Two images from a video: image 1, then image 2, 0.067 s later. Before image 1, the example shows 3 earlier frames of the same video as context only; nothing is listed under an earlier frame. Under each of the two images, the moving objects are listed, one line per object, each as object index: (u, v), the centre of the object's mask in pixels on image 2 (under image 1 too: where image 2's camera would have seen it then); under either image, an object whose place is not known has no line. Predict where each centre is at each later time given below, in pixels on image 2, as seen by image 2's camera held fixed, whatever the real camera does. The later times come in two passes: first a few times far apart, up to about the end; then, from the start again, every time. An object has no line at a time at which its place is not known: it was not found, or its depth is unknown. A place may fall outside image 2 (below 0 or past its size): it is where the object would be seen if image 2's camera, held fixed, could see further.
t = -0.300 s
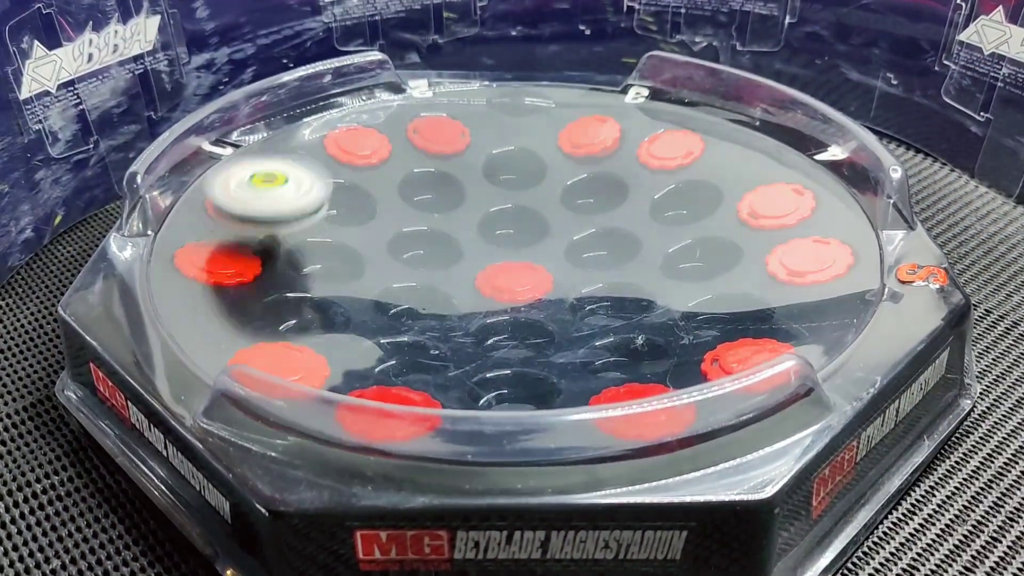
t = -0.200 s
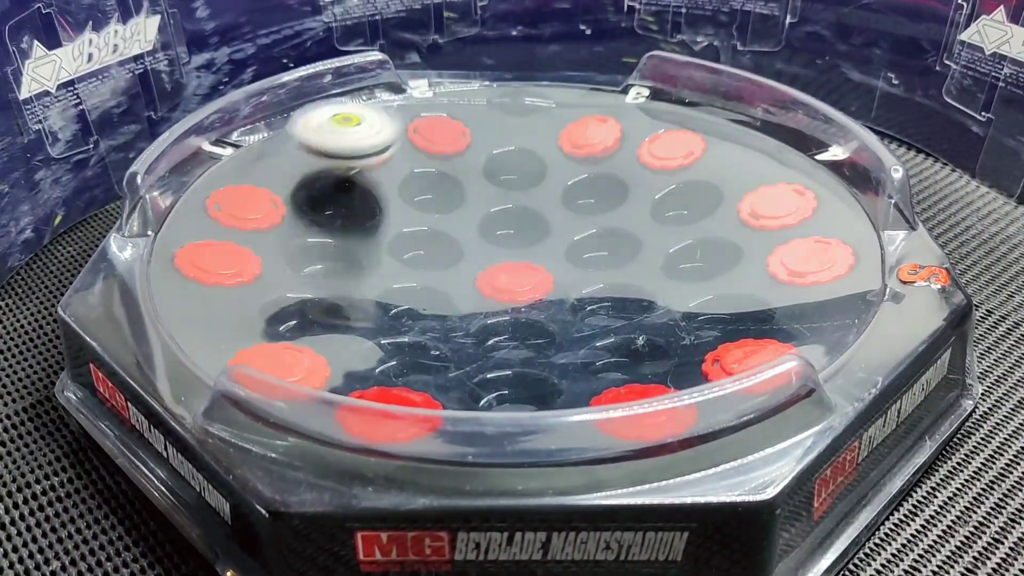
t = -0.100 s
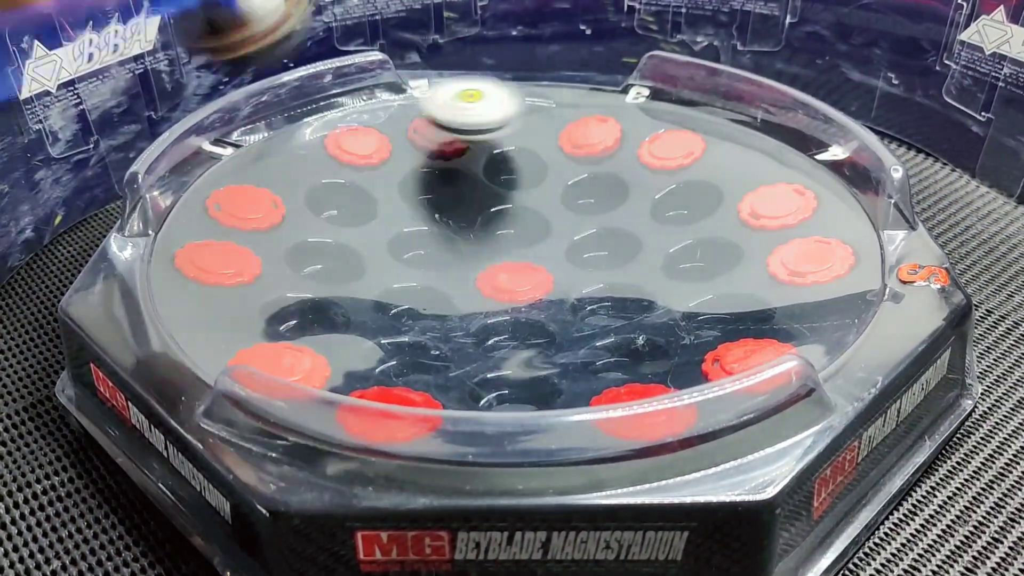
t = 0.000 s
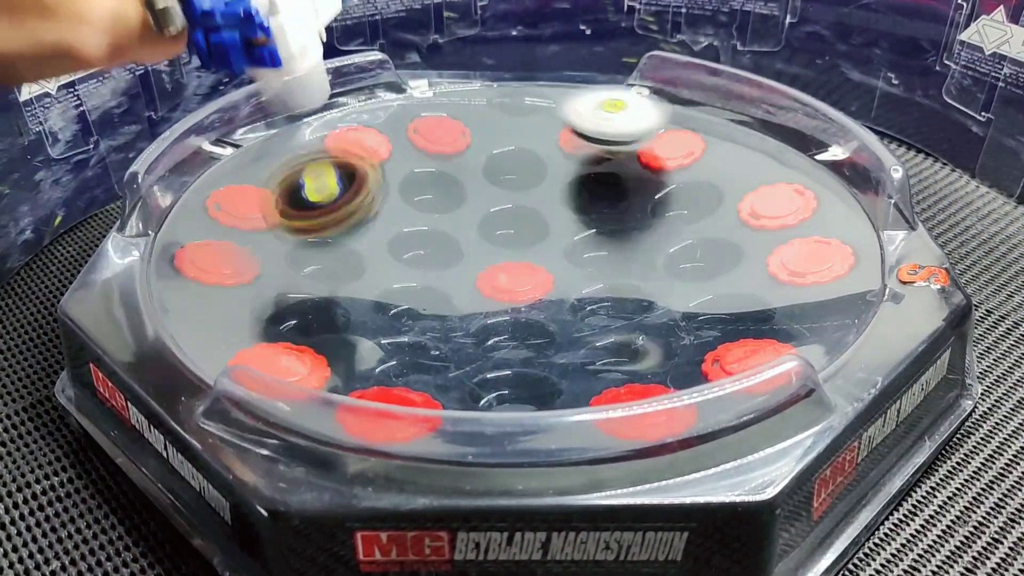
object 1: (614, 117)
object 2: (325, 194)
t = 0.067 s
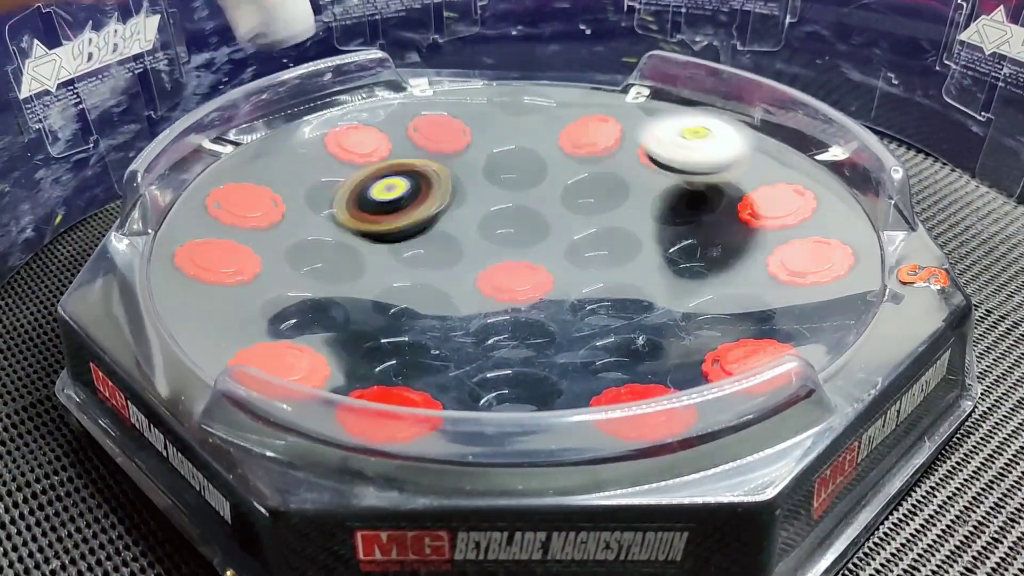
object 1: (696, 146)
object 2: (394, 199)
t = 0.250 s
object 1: (734, 293)
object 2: (624, 230)
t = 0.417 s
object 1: (419, 342)
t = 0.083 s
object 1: (715, 156)
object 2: (412, 198)
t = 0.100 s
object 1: (731, 166)
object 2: (432, 202)
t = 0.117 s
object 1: (746, 179)
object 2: (453, 213)
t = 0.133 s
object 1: (754, 193)
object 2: (474, 227)
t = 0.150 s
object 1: (761, 207)
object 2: (496, 234)
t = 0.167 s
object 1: (764, 221)
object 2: (518, 220)
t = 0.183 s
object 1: (764, 238)
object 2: (538, 211)
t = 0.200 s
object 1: (763, 252)
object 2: (560, 208)
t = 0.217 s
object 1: (761, 267)
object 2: (581, 210)
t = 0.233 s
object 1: (751, 282)
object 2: (603, 216)
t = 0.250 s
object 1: (734, 293)
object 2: (624, 230)
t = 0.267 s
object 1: (714, 303)
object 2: (644, 228)
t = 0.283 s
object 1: (685, 314)
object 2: (659, 222)
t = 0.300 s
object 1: (657, 322)
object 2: (673, 219)
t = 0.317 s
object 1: (627, 329)
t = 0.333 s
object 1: (595, 336)
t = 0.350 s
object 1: (559, 342)
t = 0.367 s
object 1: (522, 346)
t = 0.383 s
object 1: (487, 347)
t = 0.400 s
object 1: (451, 346)
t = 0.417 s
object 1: (419, 342)
